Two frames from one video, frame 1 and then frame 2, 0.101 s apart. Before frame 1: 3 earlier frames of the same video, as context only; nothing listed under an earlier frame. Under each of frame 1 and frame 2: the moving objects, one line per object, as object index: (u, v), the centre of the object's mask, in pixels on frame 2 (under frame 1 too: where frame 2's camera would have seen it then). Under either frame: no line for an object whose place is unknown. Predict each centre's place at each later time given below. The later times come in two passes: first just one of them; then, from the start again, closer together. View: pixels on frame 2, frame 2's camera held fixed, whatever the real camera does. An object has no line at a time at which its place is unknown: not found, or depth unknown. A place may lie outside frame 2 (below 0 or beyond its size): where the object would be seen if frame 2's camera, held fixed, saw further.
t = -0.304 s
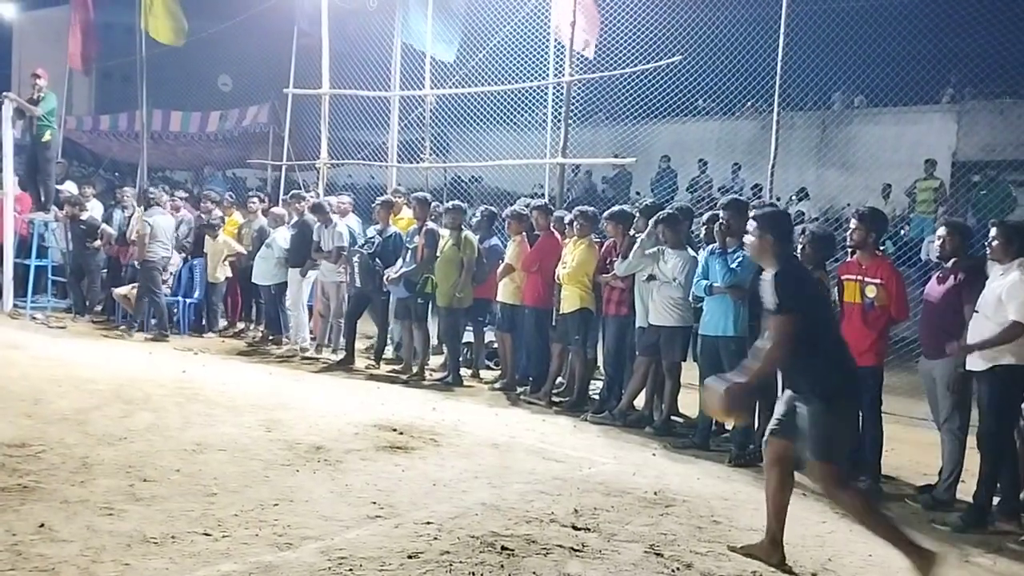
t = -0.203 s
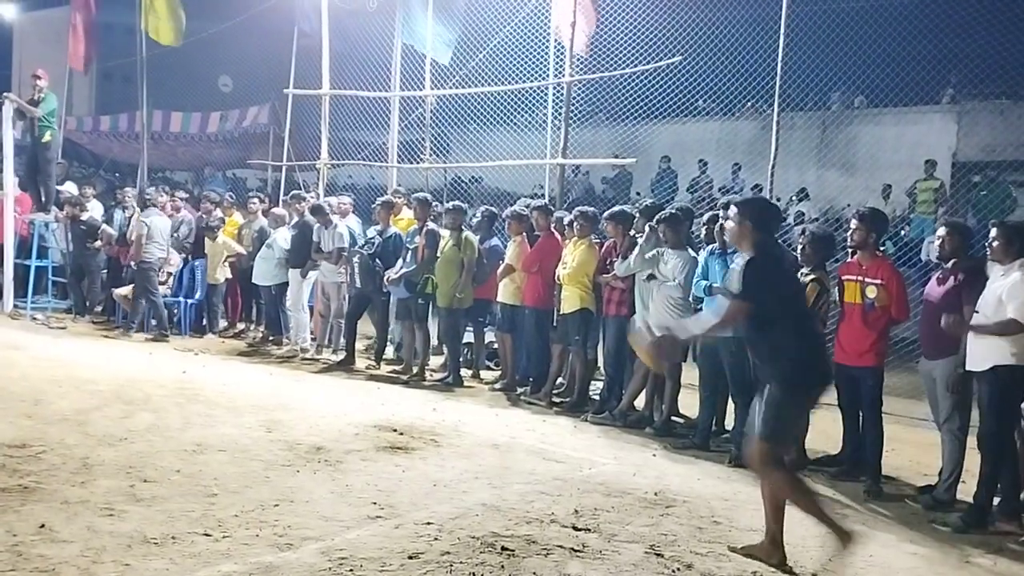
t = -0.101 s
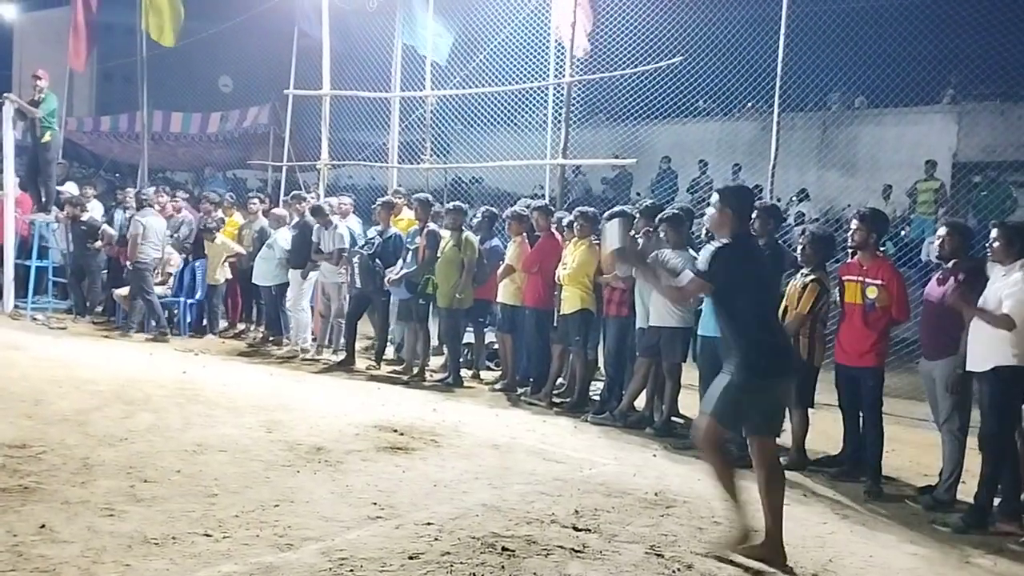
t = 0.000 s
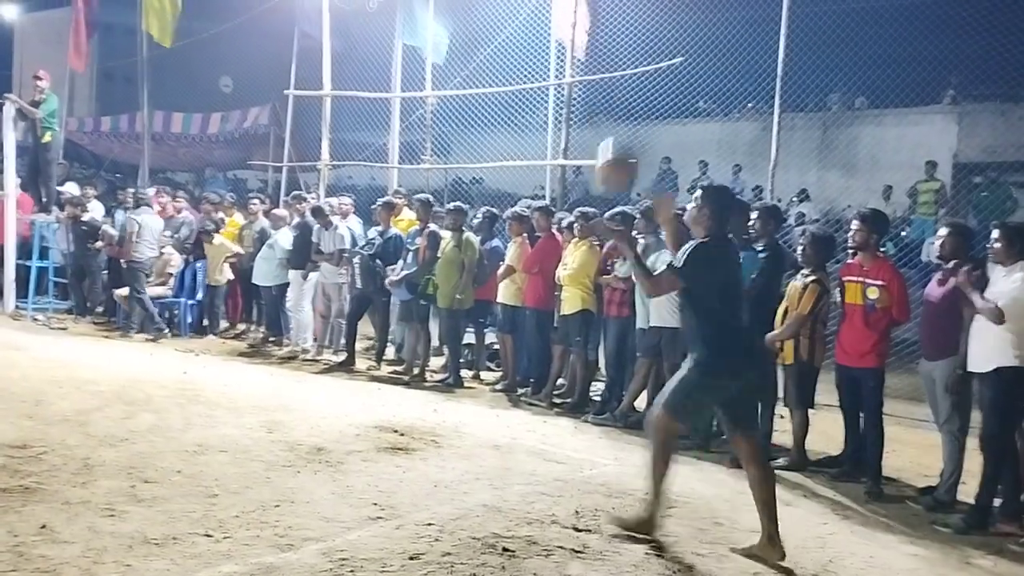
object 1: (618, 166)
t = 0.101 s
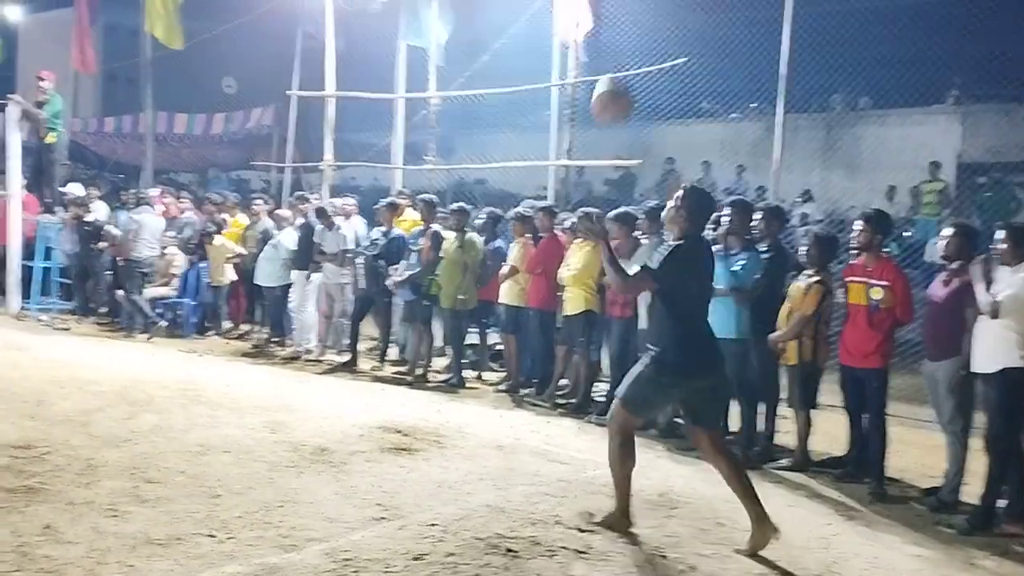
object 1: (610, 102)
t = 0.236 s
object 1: (603, 44)
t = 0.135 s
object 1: (609, 84)
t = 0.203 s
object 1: (606, 55)
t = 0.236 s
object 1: (603, 44)
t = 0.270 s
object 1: (600, 36)
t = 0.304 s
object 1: (599, 30)
